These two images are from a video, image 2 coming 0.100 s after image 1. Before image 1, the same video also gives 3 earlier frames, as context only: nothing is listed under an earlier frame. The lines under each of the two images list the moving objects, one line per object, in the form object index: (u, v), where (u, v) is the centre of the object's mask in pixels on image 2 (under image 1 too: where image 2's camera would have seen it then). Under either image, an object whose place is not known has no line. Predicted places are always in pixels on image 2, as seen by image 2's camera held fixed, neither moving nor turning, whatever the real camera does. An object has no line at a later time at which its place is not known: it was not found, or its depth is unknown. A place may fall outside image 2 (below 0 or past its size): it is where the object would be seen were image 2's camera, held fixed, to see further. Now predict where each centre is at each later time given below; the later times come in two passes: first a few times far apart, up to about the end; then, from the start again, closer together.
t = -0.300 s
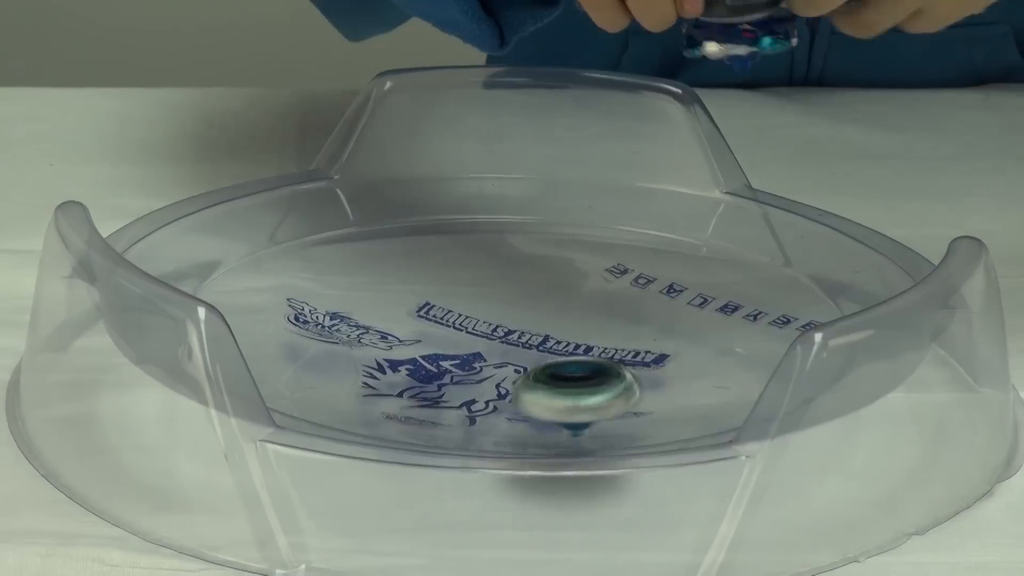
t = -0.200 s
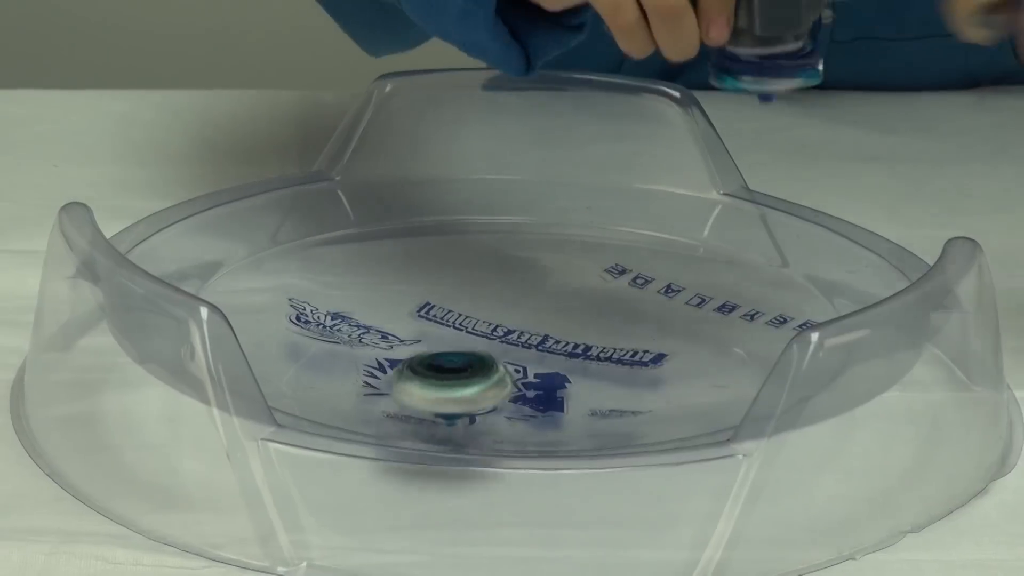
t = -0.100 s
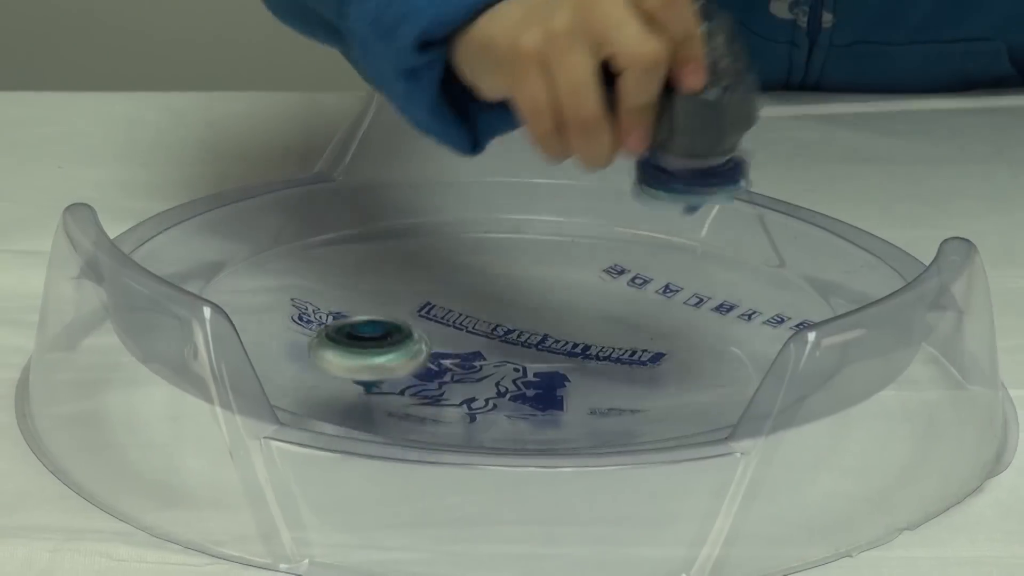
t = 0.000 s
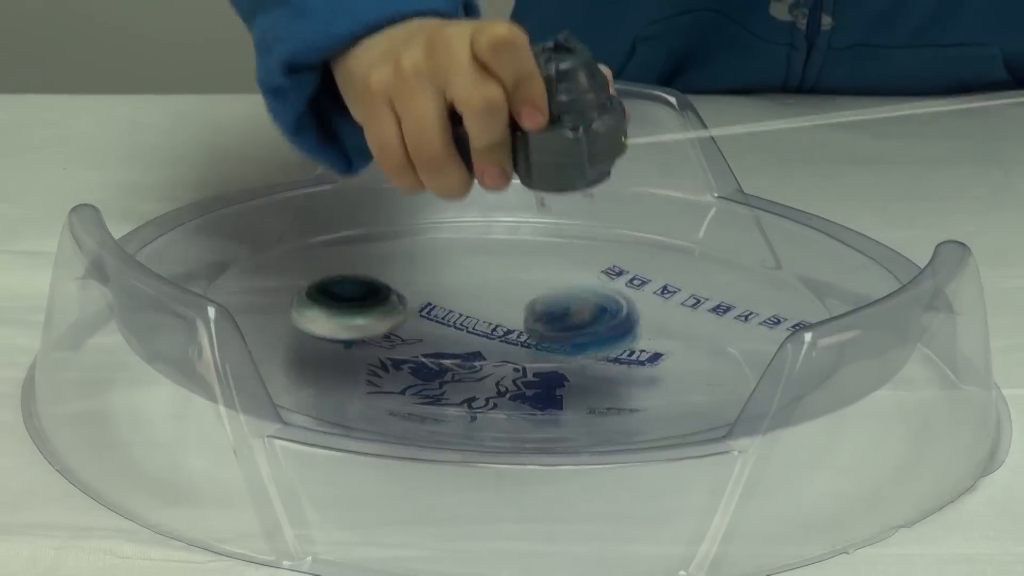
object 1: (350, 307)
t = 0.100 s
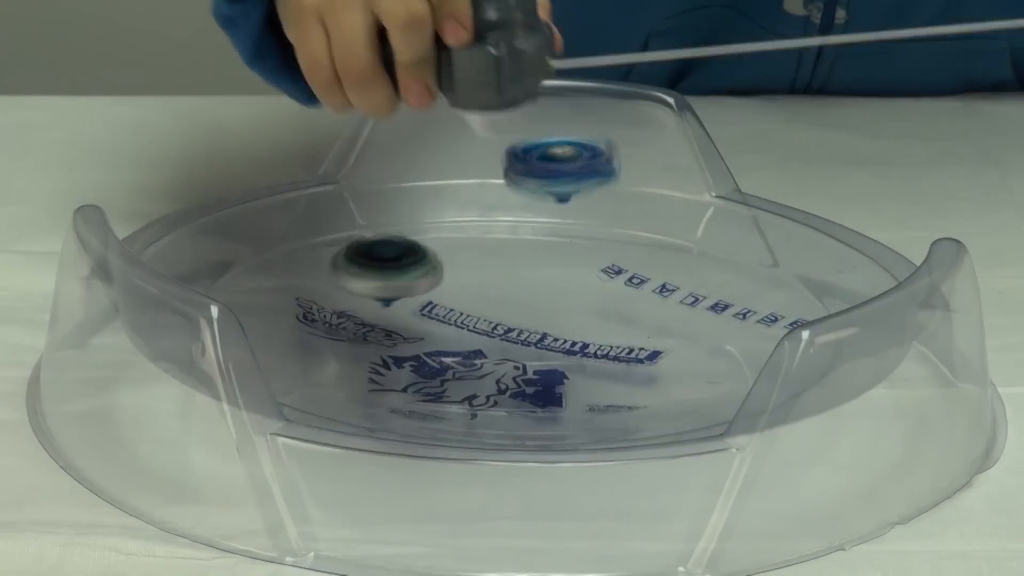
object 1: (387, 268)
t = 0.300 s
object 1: (578, 239)
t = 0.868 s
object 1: (409, 370)
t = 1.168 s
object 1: (353, 264)
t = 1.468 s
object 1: (638, 289)
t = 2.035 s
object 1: (332, 347)
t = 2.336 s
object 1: (488, 272)
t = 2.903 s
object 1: (543, 390)
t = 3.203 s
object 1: (369, 311)
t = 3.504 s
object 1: (602, 256)
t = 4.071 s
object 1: (418, 368)
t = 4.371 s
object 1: (381, 263)
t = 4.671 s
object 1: (644, 282)
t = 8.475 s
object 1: (343, 344)
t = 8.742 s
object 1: (436, 270)
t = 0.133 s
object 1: (409, 258)
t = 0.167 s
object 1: (437, 250)
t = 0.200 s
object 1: (451, 244)
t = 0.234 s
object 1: (500, 240)
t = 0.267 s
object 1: (535, 239)
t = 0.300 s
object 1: (578, 239)
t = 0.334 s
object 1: (604, 247)
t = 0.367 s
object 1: (635, 254)
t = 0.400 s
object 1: (661, 264)
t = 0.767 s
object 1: (522, 384)
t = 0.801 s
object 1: (484, 382)
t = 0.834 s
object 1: (445, 379)
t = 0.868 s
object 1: (409, 370)
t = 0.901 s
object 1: (378, 362)
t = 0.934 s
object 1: (350, 350)
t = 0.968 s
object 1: (328, 337)
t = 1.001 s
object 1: (314, 324)
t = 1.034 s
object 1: (308, 310)
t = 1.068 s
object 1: (309, 297)
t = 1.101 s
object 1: (316, 283)
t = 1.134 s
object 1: (333, 273)
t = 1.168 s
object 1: (353, 264)
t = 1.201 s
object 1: (382, 257)
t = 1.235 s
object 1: (412, 253)
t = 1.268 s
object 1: (447, 252)
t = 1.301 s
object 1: (481, 252)
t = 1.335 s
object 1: (517, 256)
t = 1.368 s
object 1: (551, 261)
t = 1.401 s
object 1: (584, 269)
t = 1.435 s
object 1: (612, 278)
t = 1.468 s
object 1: (638, 289)
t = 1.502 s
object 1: (657, 301)
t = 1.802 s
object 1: (548, 390)
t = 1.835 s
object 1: (513, 391)
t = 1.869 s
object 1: (474, 388)
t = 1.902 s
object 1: (437, 384)
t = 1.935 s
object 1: (403, 377)
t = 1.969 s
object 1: (374, 368)
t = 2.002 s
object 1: (348, 357)
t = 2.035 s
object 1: (332, 347)
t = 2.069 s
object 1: (324, 335)
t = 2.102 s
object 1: (323, 322)
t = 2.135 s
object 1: (330, 311)
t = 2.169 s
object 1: (345, 301)
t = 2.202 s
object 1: (366, 291)
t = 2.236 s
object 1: (391, 284)
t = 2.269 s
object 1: (421, 278)
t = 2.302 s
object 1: (452, 274)
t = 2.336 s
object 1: (488, 272)
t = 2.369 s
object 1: (522, 272)
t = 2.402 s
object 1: (558, 273)
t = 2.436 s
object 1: (592, 276)
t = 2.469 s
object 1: (622, 281)
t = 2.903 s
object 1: (543, 390)
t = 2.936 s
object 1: (505, 389)
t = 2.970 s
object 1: (469, 384)
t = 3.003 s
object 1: (437, 378)
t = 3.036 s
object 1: (409, 369)
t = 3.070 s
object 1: (389, 359)
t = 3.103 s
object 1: (373, 347)
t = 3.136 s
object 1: (366, 334)
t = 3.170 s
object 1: (364, 322)
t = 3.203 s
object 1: (369, 311)
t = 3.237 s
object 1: (382, 298)
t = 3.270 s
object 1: (399, 288)
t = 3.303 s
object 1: (420, 278)
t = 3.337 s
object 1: (445, 269)
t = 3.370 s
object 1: (474, 263)
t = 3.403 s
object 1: (504, 258)
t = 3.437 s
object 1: (536, 255)
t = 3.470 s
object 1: (570, 255)
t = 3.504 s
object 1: (602, 256)
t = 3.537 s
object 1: (632, 260)
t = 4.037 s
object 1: (451, 376)
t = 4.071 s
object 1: (418, 368)
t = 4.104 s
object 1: (390, 358)
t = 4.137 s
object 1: (366, 347)
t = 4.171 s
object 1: (349, 334)
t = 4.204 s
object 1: (339, 322)
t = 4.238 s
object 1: (335, 308)
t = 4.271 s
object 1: (337, 295)
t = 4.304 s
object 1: (346, 283)
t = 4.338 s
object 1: (361, 272)
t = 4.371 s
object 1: (381, 263)
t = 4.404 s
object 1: (405, 256)
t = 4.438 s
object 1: (433, 251)
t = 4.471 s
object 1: (464, 248)
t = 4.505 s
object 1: (498, 248)
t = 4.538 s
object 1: (530, 250)
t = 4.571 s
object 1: (563, 254)
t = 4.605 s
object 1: (593, 262)
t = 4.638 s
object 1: (620, 271)
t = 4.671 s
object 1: (644, 282)
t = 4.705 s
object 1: (662, 294)
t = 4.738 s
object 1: (674, 307)
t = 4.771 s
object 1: (681, 321)
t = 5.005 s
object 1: (553, 387)
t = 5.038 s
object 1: (519, 387)
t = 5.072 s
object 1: (483, 386)
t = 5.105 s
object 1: (448, 383)
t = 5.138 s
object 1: (414, 377)
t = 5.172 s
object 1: (383, 369)
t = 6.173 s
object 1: (496, 389)
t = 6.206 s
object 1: (463, 385)
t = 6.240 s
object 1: (432, 378)
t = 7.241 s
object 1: (503, 382)
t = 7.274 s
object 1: (469, 378)
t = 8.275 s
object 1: (511, 384)
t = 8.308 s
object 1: (478, 382)
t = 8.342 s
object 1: (445, 378)
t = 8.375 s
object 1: (413, 373)
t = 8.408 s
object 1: (385, 364)
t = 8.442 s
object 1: (361, 355)
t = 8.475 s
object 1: (343, 344)
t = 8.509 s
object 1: (331, 332)
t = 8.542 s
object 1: (326, 320)
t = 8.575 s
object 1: (330, 309)
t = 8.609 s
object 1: (340, 298)
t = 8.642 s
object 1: (357, 288)
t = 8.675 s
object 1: (378, 281)
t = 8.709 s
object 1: (405, 274)
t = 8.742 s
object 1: (436, 270)
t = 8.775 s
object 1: (470, 268)
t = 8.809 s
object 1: (505, 269)
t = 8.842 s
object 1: (540, 272)
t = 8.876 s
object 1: (573, 278)
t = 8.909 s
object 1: (603, 284)
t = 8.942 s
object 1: (630, 293)
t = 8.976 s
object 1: (651, 303)
